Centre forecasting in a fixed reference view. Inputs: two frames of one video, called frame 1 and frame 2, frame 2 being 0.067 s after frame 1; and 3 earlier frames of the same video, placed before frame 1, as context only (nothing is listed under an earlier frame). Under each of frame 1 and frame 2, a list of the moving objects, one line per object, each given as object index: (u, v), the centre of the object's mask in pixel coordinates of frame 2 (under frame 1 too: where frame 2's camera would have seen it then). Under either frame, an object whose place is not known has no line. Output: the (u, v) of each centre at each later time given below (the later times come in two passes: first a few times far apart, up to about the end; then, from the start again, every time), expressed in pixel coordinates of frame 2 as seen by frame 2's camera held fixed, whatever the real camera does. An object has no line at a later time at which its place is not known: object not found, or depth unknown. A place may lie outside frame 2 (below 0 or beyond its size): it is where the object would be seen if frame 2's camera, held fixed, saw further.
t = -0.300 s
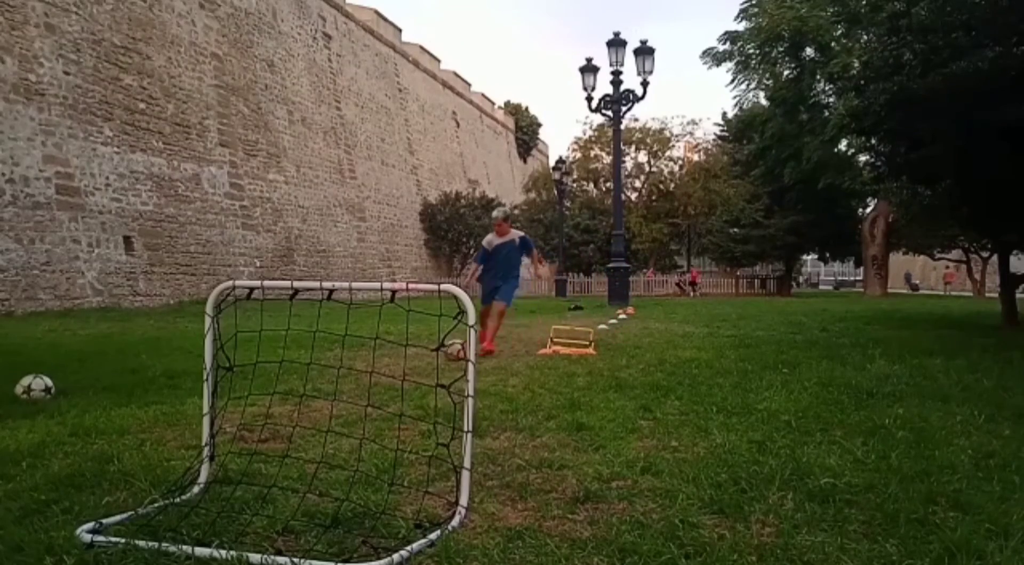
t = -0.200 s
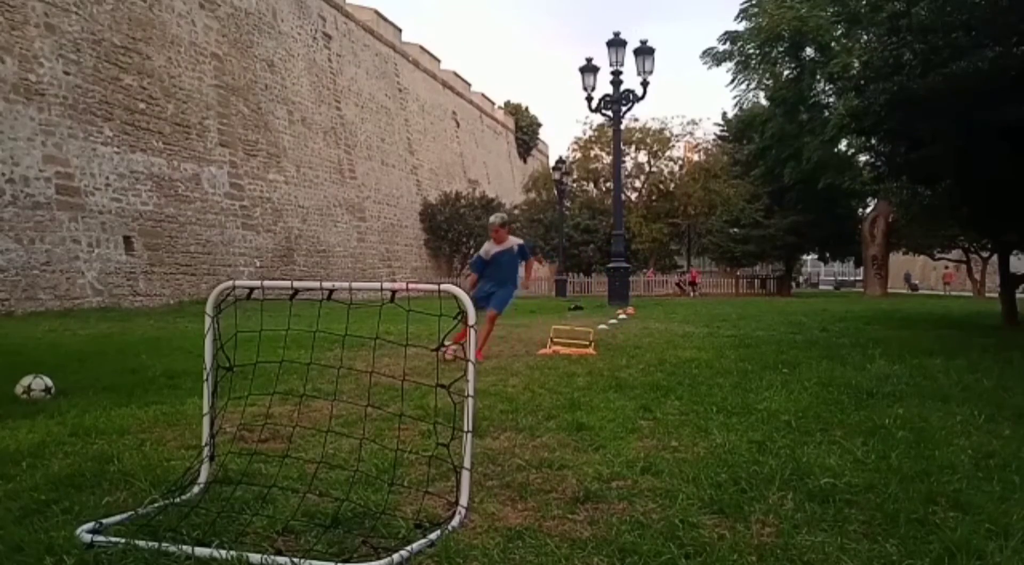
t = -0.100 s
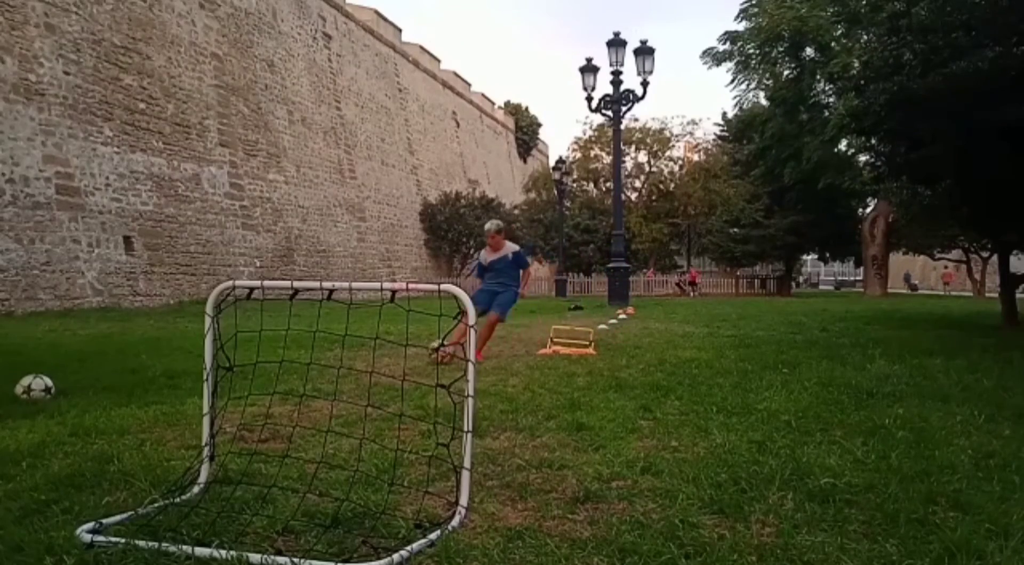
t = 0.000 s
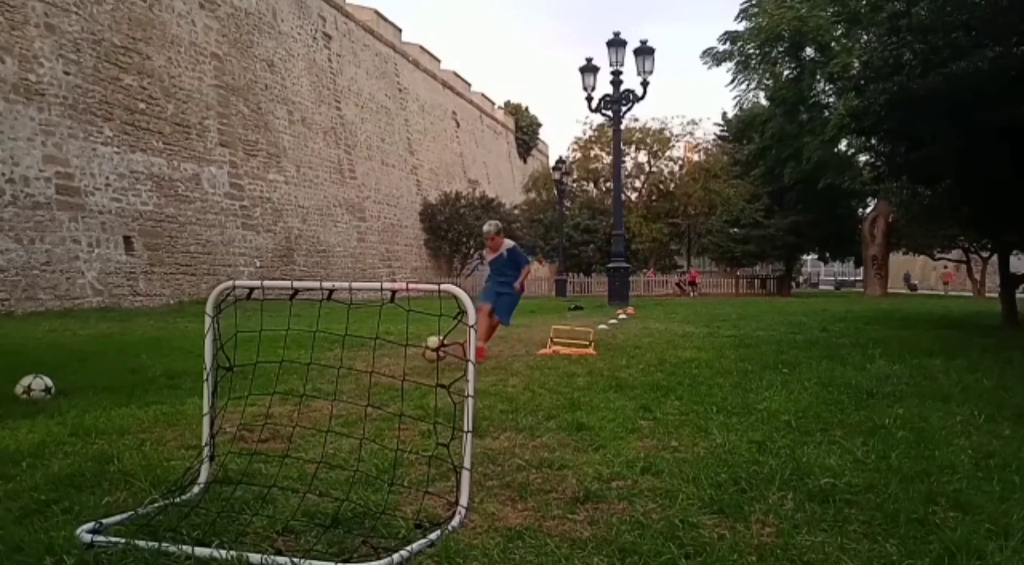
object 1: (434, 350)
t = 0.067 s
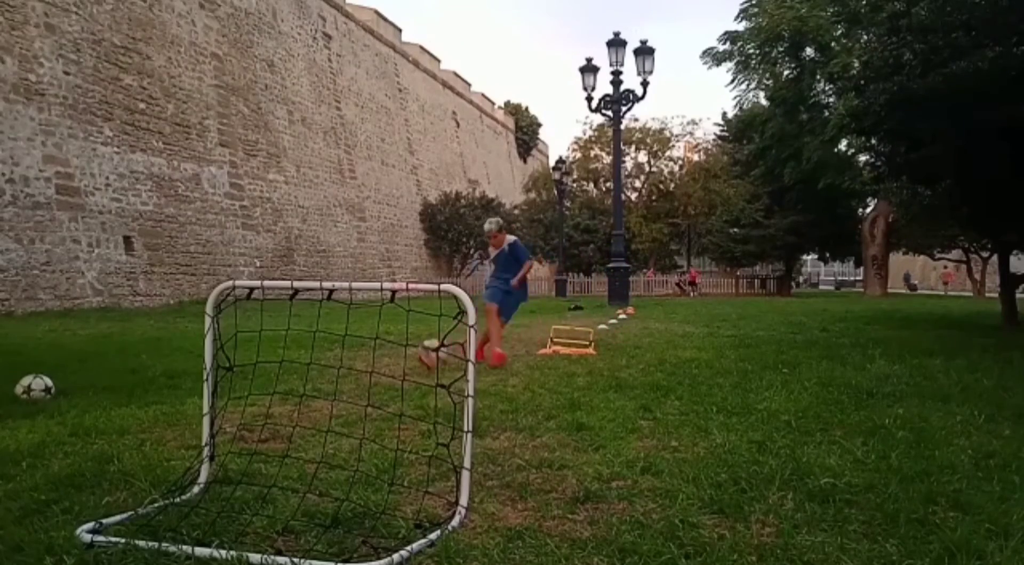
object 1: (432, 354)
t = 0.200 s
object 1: (430, 406)
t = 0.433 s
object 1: (378, 433)
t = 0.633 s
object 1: (187, 462)
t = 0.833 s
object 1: (269, 471)
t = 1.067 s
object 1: (367, 477)
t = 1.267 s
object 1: (425, 480)
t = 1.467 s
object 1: (424, 484)
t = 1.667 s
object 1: (423, 484)
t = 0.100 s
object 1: (432, 362)
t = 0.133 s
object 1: (431, 369)
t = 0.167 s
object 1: (428, 384)
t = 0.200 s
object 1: (430, 406)
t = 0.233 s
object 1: (431, 424)
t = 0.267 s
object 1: (430, 425)
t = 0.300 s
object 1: (431, 423)
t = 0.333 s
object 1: (432, 425)
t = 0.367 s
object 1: (434, 432)
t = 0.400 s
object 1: (417, 434)
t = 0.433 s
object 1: (378, 433)
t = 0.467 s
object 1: (339, 426)
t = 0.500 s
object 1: (295, 426)
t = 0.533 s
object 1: (259, 431)
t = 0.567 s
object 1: (231, 438)
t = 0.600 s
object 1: (203, 447)
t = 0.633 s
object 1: (187, 462)
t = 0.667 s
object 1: (195, 472)
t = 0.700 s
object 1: (212, 469)
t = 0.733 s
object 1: (225, 468)
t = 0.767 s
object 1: (240, 469)
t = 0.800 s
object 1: (255, 471)
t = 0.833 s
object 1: (269, 471)
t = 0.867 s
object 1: (281, 469)
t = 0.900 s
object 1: (294, 470)
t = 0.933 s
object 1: (309, 473)
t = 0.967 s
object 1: (323, 477)
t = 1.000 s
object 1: (338, 477)
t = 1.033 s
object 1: (352, 477)
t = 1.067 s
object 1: (367, 477)
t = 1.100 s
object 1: (381, 479)
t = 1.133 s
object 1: (394, 481)
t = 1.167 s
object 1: (410, 481)
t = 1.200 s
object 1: (422, 482)
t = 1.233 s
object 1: (425, 481)
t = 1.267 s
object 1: (425, 480)
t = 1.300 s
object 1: (425, 481)
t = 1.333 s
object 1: (424, 484)
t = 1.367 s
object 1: (424, 483)
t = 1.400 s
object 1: (424, 484)
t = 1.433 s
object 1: (424, 484)
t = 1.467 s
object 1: (424, 484)
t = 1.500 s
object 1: (424, 484)
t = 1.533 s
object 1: (424, 484)
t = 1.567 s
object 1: (424, 484)
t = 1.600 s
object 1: (423, 484)
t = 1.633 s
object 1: (423, 484)
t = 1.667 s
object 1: (423, 484)
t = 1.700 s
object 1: (423, 484)
